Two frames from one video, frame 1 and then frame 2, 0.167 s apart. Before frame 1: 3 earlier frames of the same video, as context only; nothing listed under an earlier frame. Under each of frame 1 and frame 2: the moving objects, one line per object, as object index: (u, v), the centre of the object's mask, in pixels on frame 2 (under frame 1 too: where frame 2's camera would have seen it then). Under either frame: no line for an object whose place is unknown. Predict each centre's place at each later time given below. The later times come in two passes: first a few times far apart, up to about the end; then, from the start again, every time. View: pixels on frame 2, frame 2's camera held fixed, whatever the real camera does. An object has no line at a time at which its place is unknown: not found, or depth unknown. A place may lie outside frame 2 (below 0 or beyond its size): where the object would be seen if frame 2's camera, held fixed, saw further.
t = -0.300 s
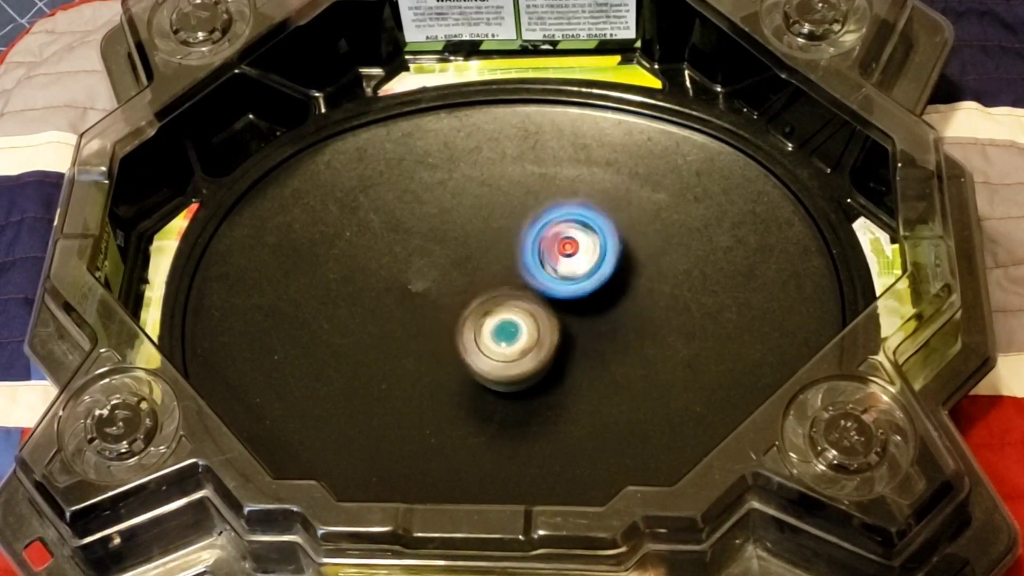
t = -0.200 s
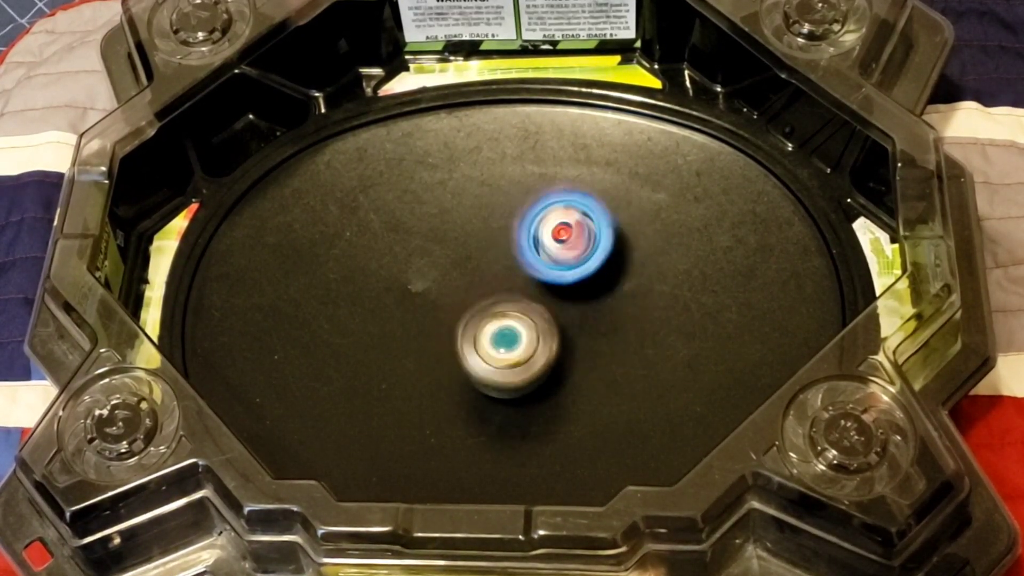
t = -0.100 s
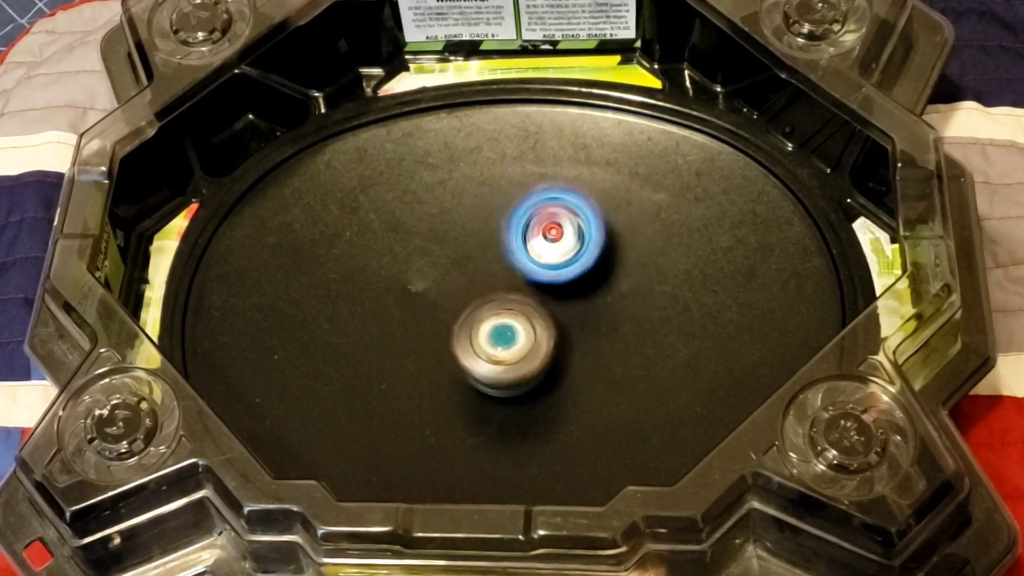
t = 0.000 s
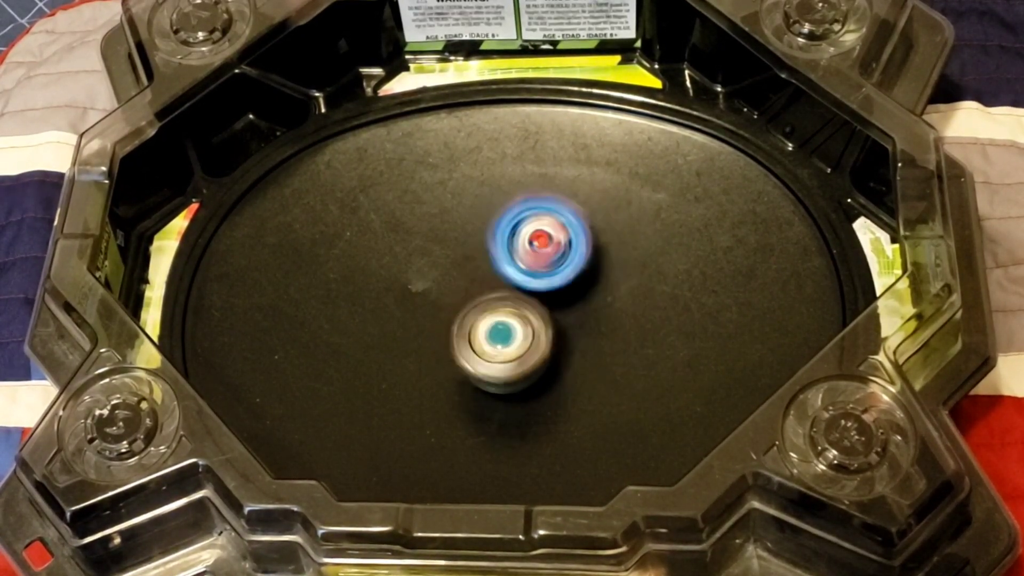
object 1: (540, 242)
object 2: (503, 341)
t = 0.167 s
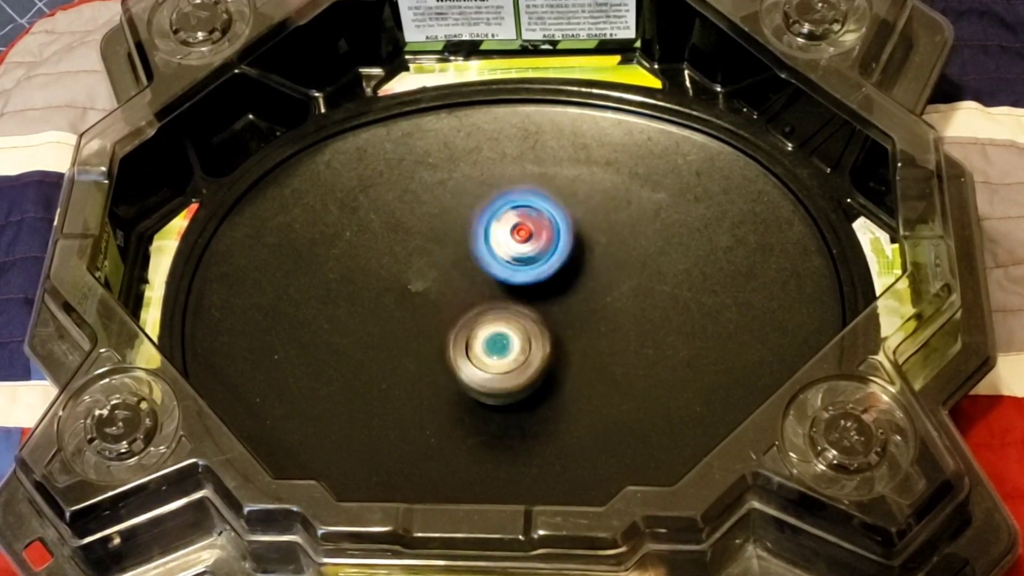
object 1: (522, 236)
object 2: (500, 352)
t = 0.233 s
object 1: (516, 243)
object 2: (500, 349)
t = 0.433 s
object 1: (498, 244)
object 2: (506, 354)
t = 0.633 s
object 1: (468, 250)
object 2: (522, 349)
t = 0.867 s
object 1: (432, 266)
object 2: (532, 329)
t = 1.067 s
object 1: (428, 315)
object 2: (540, 308)
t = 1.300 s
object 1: (465, 354)
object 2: (533, 285)
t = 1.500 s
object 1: (512, 380)
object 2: (521, 276)
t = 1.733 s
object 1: (576, 344)
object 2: (501, 285)
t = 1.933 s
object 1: (603, 310)
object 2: (488, 303)
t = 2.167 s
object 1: (603, 273)
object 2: (475, 332)
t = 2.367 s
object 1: (584, 280)
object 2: (479, 346)
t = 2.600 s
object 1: (629, 254)
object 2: (488, 348)
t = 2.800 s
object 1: (607, 278)
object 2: (493, 332)
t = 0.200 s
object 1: (520, 238)
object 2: (500, 351)
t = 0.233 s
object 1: (516, 243)
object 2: (500, 349)
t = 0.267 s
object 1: (513, 244)
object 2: (499, 350)
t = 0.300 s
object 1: (508, 247)
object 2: (499, 351)
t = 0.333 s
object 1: (503, 244)
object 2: (500, 354)
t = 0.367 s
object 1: (498, 243)
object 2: (503, 355)
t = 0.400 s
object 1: (497, 244)
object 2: (505, 354)
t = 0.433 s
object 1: (498, 244)
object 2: (506, 354)
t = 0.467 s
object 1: (495, 243)
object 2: (507, 352)
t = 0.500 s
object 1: (492, 245)
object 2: (509, 350)
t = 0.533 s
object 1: (487, 247)
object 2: (510, 348)
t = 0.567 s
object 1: (479, 250)
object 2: (512, 349)
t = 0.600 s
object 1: (472, 250)
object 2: (517, 350)
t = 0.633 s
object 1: (468, 250)
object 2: (522, 349)
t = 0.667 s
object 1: (462, 246)
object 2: (525, 347)
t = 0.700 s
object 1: (454, 245)
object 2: (526, 345)
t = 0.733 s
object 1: (447, 248)
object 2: (529, 342)
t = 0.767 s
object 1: (445, 252)
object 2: (530, 339)
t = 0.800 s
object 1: (439, 253)
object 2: (530, 336)
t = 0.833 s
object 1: (434, 259)
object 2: (531, 333)
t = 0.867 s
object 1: (432, 266)
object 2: (532, 329)
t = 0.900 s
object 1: (428, 273)
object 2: (533, 327)
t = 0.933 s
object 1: (428, 281)
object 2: (534, 323)
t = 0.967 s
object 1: (428, 288)
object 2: (535, 319)
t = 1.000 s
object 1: (429, 297)
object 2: (536, 316)
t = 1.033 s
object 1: (428, 306)
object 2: (538, 312)
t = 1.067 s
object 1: (428, 315)
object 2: (540, 308)
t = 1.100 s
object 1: (430, 322)
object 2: (541, 304)
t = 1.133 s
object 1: (431, 329)
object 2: (540, 300)
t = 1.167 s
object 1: (435, 337)
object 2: (539, 297)
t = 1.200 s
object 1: (443, 343)
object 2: (538, 294)
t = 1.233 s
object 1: (449, 347)
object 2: (536, 291)
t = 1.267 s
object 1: (454, 350)
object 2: (535, 289)
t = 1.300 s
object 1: (465, 354)
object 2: (533, 285)
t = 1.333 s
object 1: (475, 360)
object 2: (532, 282)
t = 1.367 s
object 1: (484, 364)
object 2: (530, 280)
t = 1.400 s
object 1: (493, 371)
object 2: (529, 276)
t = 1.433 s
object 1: (499, 376)
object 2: (525, 276)
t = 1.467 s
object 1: (505, 378)
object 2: (522, 276)
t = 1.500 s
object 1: (512, 380)
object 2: (521, 276)
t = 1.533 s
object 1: (520, 380)
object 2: (519, 277)
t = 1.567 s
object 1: (530, 377)
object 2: (516, 277)
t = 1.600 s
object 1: (538, 371)
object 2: (514, 278)
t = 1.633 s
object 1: (543, 366)
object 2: (512, 280)
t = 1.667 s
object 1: (552, 359)
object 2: (508, 281)
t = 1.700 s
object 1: (566, 352)
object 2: (505, 283)
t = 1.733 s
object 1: (576, 344)
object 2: (501, 285)
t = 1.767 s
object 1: (586, 338)
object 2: (498, 288)
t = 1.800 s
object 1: (599, 332)
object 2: (495, 290)
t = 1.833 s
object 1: (606, 327)
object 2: (491, 293)
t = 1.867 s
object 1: (607, 321)
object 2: (489, 296)
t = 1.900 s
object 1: (604, 315)
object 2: (489, 299)
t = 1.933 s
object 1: (603, 310)
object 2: (488, 303)
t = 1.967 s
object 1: (597, 308)
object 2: (489, 306)
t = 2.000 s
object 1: (599, 298)
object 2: (486, 311)
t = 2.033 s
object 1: (601, 292)
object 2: (478, 316)
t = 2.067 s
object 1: (608, 291)
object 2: (474, 322)
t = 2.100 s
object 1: (611, 283)
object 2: (471, 327)
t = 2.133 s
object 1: (607, 274)
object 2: (474, 330)
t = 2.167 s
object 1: (603, 273)
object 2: (475, 332)
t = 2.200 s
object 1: (598, 274)
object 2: (476, 334)
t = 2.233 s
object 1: (593, 276)
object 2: (478, 335)
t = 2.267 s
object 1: (587, 278)
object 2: (480, 336)
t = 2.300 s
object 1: (581, 281)
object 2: (483, 336)
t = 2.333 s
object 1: (576, 283)
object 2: (485, 337)
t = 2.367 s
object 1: (584, 280)
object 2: (479, 346)
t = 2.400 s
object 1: (593, 271)
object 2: (478, 351)
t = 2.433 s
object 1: (602, 266)
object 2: (478, 354)
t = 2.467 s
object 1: (610, 262)
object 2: (482, 354)
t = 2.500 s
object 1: (617, 260)
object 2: (483, 353)
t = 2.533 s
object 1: (622, 256)
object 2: (485, 351)
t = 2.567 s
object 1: (627, 255)
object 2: (487, 350)
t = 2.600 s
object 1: (629, 254)
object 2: (488, 348)
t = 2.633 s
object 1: (629, 254)
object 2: (490, 346)
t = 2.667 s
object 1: (627, 256)
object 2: (490, 344)
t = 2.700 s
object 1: (623, 259)
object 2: (491, 340)
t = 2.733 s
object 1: (619, 263)
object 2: (492, 338)
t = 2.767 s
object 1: (614, 270)
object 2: (492, 335)
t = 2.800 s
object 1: (607, 278)
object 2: (493, 332)
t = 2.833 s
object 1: (602, 287)
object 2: (493, 329)
